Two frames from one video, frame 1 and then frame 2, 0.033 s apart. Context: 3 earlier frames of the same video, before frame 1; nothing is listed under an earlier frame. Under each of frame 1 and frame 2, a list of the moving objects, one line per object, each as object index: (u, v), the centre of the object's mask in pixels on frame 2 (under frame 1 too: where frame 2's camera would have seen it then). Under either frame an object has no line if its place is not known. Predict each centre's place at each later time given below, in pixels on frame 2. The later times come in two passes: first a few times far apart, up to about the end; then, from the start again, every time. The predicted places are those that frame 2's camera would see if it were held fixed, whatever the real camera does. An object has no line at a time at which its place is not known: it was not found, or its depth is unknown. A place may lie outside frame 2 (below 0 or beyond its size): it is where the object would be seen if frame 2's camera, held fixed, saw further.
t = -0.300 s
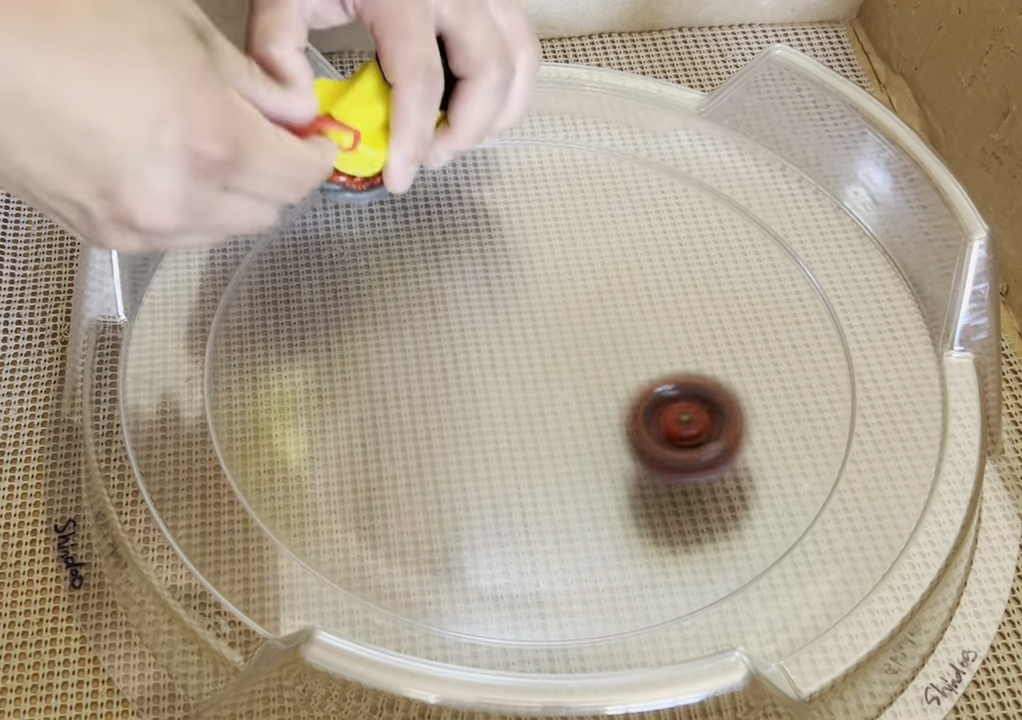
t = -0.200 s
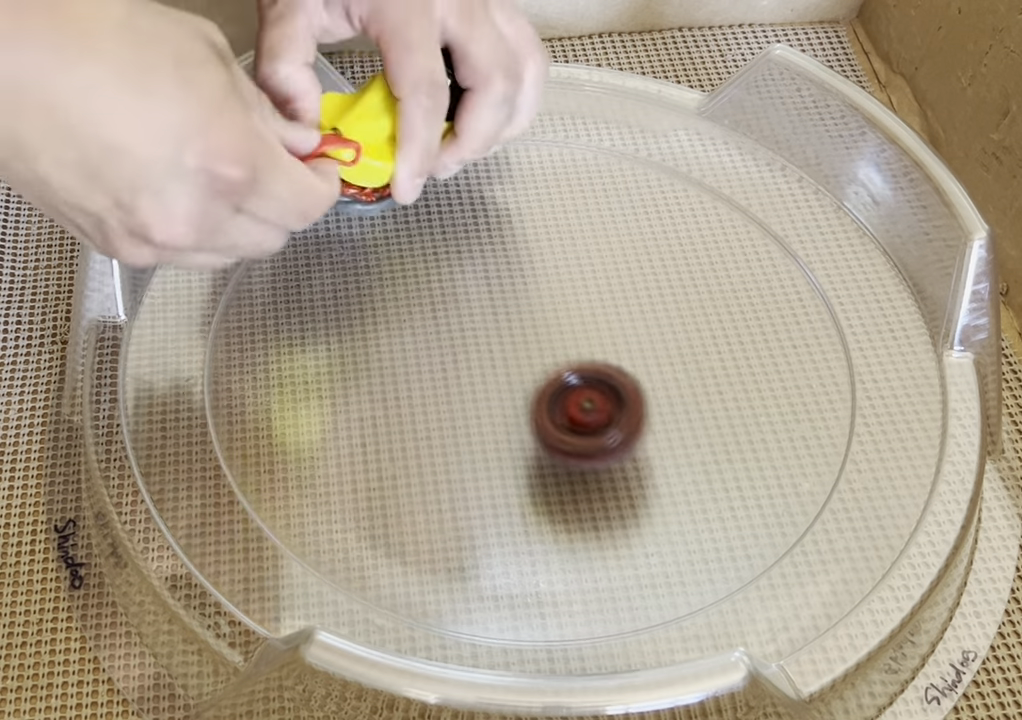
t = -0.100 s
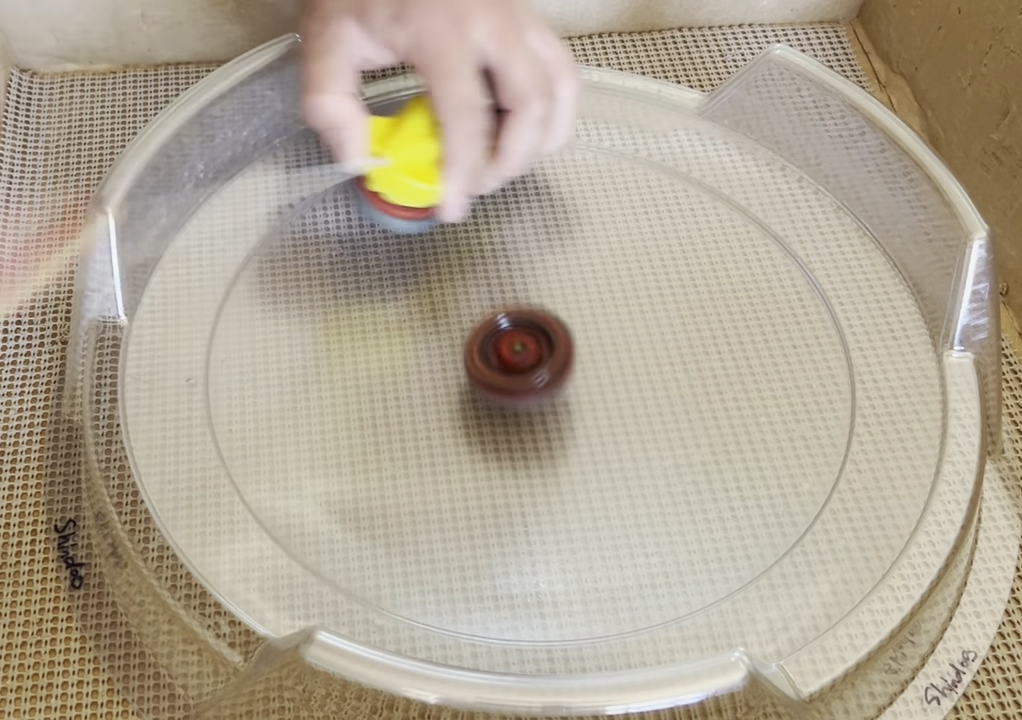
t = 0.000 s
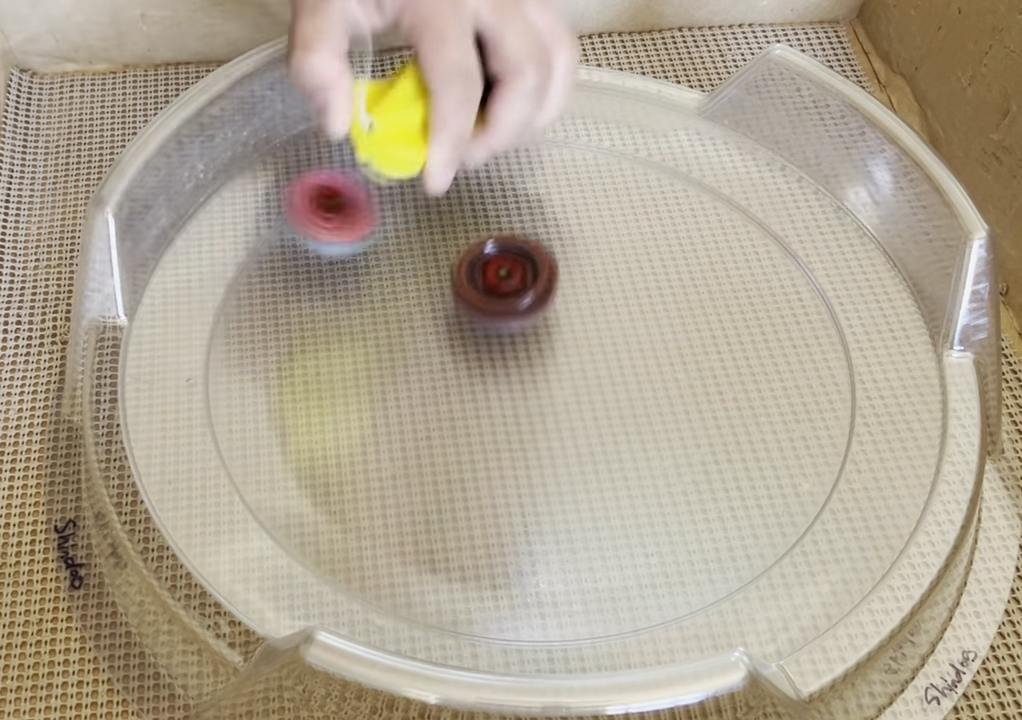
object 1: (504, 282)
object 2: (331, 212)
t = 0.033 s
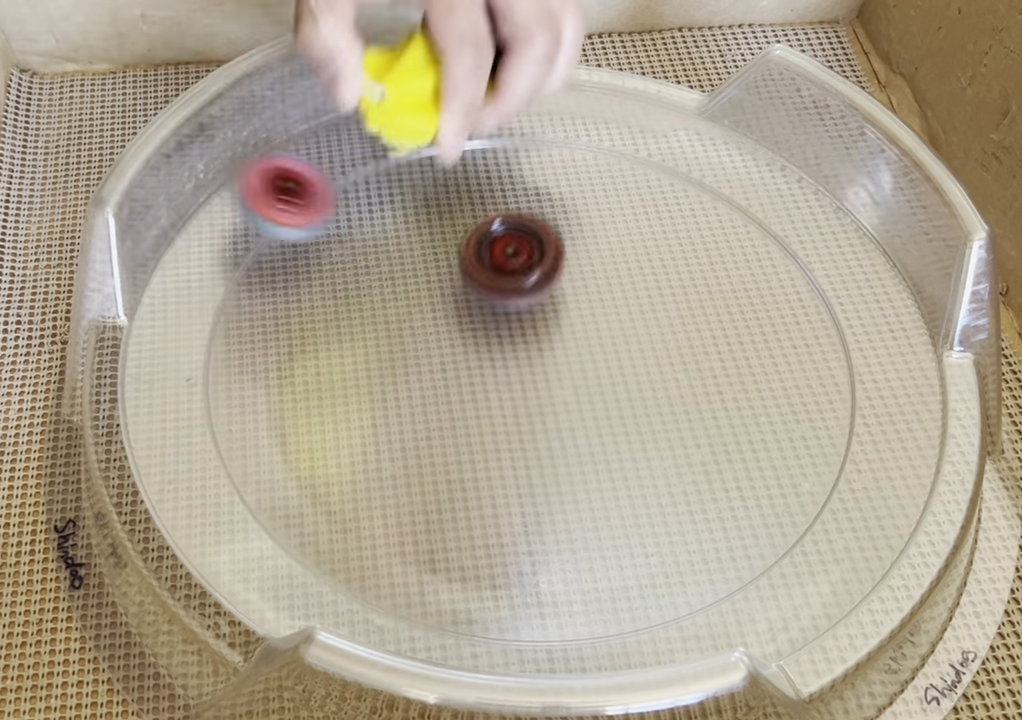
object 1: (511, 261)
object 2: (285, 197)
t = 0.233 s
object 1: (625, 199)
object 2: (328, 281)
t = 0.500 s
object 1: (637, 331)
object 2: (542, 157)
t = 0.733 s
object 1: (432, 321)
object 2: (385, 126)
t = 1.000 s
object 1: (535, 486)
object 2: (297, 282)
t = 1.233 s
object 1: (331, 532)
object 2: (785, 312)
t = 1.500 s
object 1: (260, 325)
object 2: (466, 78)
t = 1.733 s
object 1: (447, 383)
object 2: (321, 171)
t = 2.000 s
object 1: (546, 606)
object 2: (559, 283)
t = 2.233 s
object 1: (456, 527)
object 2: (473, 111)
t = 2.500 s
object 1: (515, 400)
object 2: (405, 336)
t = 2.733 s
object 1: (817, 386)
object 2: (608, 419)
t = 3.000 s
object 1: (921, 411)
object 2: (566, 161)
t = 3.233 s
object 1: (869, 427)
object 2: (282, 366)
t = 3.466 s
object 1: (678, 409)
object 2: (762, 531)
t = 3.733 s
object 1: (539, 279)
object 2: (613, 138)
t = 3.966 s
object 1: (544, 168)
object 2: (256, 341)
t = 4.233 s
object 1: (571, 143)
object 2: (749, 542)
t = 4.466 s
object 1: (535, 232)
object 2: (691, 187)
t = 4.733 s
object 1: (406, 306)
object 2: (230, 305)
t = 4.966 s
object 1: (300, 299)
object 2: (598, 596)
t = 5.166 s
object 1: (276, 296)
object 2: (791, 321)
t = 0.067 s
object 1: (523, 243)
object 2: (243, 191)
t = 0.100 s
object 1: (539, 225)
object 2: (245, 204)
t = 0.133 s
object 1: (558, 211)
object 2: (254, 232)
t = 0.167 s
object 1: (580, 202)
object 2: (271, 254)
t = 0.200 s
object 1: (601, 199)
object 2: (295, 269)
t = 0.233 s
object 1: (625, 199)
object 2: (328, 281)
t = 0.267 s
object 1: (645, 206)
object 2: (364, 288)
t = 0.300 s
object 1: (661, 217)
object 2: (403, 289)
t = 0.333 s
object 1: (674, 233)
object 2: (440, 283)
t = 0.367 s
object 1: (680, 253)
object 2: (475, 269)
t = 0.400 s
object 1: (681, 273)
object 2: (505, 248)
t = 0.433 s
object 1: (673, 294)
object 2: (526, 222)
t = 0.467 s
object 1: (658, 315)
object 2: (540, 191)
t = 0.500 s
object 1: (637, 331)
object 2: (542, 157)
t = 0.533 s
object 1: (613, 344)
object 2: (535, 121)
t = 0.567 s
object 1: (584, 352)
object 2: (513, 98)
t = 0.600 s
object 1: (552, 357)
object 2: (490, 90)
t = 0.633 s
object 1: (518, 355)
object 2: (469, 71)
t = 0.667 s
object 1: (485, 350)
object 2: (441, 77)
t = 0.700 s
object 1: (456, 338)
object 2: (408, 107)
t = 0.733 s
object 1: (432, 321)
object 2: (385, 126)
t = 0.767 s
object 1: (414, 301)
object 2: (366, 146)
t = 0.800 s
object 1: (401, 281)
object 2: (354, 168)
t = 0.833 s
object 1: (412, 286)
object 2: (331, 172)
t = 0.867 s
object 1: (459, 343)
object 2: (294, 143)
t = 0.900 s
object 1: (497, 390)
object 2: (277, 145)
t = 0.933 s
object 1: (523, 428)
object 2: (274, 176)
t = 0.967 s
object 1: (535, 459)
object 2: (275, 229)
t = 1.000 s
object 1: (535, 486)
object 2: (297, 282)
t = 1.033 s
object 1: (527, 510)
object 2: (339, 335)
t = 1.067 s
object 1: (511, 530)
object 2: (401, 378)
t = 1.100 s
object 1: (486, 547)
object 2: (476, 404)
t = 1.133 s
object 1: (452, 559)
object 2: (561, 414)
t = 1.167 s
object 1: (412, 559)
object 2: (646, 400)
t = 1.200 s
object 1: (369, 550)
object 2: (723, 365)
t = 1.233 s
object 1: (331, 532)
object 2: (785, 312)
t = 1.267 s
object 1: (299, 507)
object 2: (822, 247)
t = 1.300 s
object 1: (275, 479)
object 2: (802, 182)
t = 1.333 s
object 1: (259, 453)
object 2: (746, 150)
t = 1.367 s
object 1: (246, 428)
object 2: (689, 136)
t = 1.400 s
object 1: (239, 401)
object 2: (646, 96)
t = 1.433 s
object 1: (239, 374)
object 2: (602, 70)
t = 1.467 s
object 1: (247, 349)
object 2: (528, 73)
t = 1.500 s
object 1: (260, 325)
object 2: (466, 78)
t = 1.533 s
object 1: (278, 305)
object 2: (410, 90)
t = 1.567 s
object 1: (301, 287)
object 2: (370, 119)
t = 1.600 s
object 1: (329, 271)
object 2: (342, 161)
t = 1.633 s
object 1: (359, 299)
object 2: (330, 160)
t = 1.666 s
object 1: (391, 337)
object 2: (321, 154)
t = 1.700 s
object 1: (422, 364)
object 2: (319, 156)
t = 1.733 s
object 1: (447, 383)
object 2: (321, 171)
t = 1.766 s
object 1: (465, 398)
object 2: (324, 203)
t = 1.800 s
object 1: (476, 411)
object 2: (335, 245)
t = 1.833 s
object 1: (484, 427)
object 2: (360, 298)
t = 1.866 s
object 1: (488, 441)
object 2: (402, 345)
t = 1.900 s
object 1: (500, 472)
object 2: (446, 357)
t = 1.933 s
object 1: (529, 532)
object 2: (477, 336)
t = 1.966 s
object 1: (542, 574)
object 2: (518, 312)
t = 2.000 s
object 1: (546, 606)
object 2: (559, 283)
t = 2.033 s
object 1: (540, 626)
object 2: (588, 248)
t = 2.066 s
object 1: (524, 605)
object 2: (603, 209)
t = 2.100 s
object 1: (507, 587)
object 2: (605, 168)
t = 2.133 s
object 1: (492, 567)
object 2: (594, 130)
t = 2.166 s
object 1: (481, 553)
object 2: (555, 117)
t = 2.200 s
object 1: (467, 539)
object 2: (514, 118)
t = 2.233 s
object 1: (456, 527)
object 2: (473, 111)
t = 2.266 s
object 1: (449, 512)
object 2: (440, 109)
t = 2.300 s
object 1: (447, 494)
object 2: (415, 114)
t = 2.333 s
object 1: (450, 477)
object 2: (398, 130)
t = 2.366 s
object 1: (455, 459)
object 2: (383, 155)
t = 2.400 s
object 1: (467, 442)
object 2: (370, 191)
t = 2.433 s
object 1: (481, 427)
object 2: (364, 236)
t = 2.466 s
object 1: (496, 413)
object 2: (375, 286)
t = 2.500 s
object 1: (515, 400)
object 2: (405, 336)
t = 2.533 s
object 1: (560, 397)
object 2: (422, 367)
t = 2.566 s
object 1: (607, 394)
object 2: (440, 388)
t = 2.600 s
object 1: (643, 392)
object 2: (477, 408)
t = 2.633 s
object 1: (670, 394)
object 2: (530, 421)
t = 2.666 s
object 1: (708, 395)
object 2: (573, 425)
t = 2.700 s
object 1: (770, 387)
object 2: (585, 426)
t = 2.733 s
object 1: (817, 386)
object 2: (608, 419)
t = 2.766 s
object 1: (848, 385)
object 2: (638, 404)
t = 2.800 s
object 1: (871, 391)
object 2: (670, 377)
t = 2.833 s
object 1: (898, 394)
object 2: (693, 340)
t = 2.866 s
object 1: (927, 394)
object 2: (699, 296)
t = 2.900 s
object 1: (937, 395)
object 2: (689, 252)
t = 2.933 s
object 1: (939, 399)
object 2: (661, 213)
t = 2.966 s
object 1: (934, 404)
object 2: (618, 181)
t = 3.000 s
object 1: (921, 411)
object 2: (566, 161)
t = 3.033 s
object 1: (910, 417)
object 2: (508, 154)
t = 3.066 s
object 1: (905, 420)
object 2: (451, 159)
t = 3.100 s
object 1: (904, 423)
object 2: (398, 178)
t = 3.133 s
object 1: (902, 425)
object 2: (348, 210)
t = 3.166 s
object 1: (896, 427)
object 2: (310, 253)
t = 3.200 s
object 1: (884, 428)
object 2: (287, 303)
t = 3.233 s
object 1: (869, 427)
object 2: (282, 366)
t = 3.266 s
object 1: (850, 424)
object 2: (302, 425)
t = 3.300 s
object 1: (827, 425)
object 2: (345, 481)
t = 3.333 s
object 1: (795, 425)
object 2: (412, 525)
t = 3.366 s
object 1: (766, 422)
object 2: (498, 558)
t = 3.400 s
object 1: (737, 421)
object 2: (588, 569)
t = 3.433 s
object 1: (706, 416)
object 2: (681, 558)
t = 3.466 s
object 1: (678, 409)
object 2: (762, 531)
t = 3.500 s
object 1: (651, 399)
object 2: (817, 475)
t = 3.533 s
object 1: (626, 385)
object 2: (840, 411)
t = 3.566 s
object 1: (603, 369)
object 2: (845, 349)
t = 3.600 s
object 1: (584, 352)
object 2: (826, 286)
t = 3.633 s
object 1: (568, 334)
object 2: (782, 231)
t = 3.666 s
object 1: (556, 315)
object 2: (733, 187)
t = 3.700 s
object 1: (546, 298)
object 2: (677, 157)
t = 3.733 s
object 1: (539, 279)
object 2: (613, 138)
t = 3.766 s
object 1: (534, 262)
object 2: (546, 133)
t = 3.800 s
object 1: (531, 242)
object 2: (477, 142)
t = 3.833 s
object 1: (531, 226)
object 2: (415, 162)
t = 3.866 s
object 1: (531, 209)
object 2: (361, 192)
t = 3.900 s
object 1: (534, 194)
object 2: (312, 237)
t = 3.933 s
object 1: (538, 179)
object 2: (278, 283)
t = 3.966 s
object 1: (544, 168)
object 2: (256, 341)
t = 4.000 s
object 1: (547, 158)
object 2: (255, 398)
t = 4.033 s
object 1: (550, 149)
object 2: (272, 457)
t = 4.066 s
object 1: (552, 142)
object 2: (312, 514)
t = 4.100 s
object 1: (555, 138)
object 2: (373, 563)
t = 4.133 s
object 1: (559, 135)
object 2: (462, 591)
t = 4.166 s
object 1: (564, 135)
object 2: (565, 599)
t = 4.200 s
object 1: (568, 136)
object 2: (665, 583)
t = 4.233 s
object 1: (571, 143)
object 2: (749, 542)
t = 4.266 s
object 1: (570, 152)
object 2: (809, 488)
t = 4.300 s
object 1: (565, 163)
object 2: (840, 427)
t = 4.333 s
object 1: (559, 175)
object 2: (847, 364)
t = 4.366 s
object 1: (556, 188)
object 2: (832, 310)
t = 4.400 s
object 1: (551, 204)
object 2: (797, 258)
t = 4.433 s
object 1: (544, 218)
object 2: (750, 219)
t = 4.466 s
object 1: (535, 232)
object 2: (691, 187)
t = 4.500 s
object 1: (524, 245)
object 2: (628, 167)
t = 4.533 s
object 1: (511, 258)
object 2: (560, 158)
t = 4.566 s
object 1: (497, 270)
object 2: (493, 157)
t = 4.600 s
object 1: (480, 281)
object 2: (428, 168)
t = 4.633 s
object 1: (462, 289)
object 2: (367, 191)
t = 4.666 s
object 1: (444, 296)
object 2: (313, 220)
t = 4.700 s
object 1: (425, 302)
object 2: (265, 260)
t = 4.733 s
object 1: (406, 306)
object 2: (230, 305)
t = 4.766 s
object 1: (389, 309)
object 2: (210, 358)
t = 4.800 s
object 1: (372, 310)
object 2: (224, 424)
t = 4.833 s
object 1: (354, 311)
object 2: (263, 486)
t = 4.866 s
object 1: (337, 309)
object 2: (329, 540)
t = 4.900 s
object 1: (323, 306)
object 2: (412, 578)
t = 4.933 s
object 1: (310, 302)
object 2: (508, 596)
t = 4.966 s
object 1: (300, 299)
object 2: (598, 596)
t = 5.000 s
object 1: (292, 295)
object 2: (678, 576)
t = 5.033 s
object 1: (286, 292)
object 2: (742, 540)
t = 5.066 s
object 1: (281, 291)
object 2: (787, 491)
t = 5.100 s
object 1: (277, 291)
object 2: (809, 436)
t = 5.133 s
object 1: (276, 292)
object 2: (811, 377)
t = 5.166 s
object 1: (276, 296)
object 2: (791, 321)
